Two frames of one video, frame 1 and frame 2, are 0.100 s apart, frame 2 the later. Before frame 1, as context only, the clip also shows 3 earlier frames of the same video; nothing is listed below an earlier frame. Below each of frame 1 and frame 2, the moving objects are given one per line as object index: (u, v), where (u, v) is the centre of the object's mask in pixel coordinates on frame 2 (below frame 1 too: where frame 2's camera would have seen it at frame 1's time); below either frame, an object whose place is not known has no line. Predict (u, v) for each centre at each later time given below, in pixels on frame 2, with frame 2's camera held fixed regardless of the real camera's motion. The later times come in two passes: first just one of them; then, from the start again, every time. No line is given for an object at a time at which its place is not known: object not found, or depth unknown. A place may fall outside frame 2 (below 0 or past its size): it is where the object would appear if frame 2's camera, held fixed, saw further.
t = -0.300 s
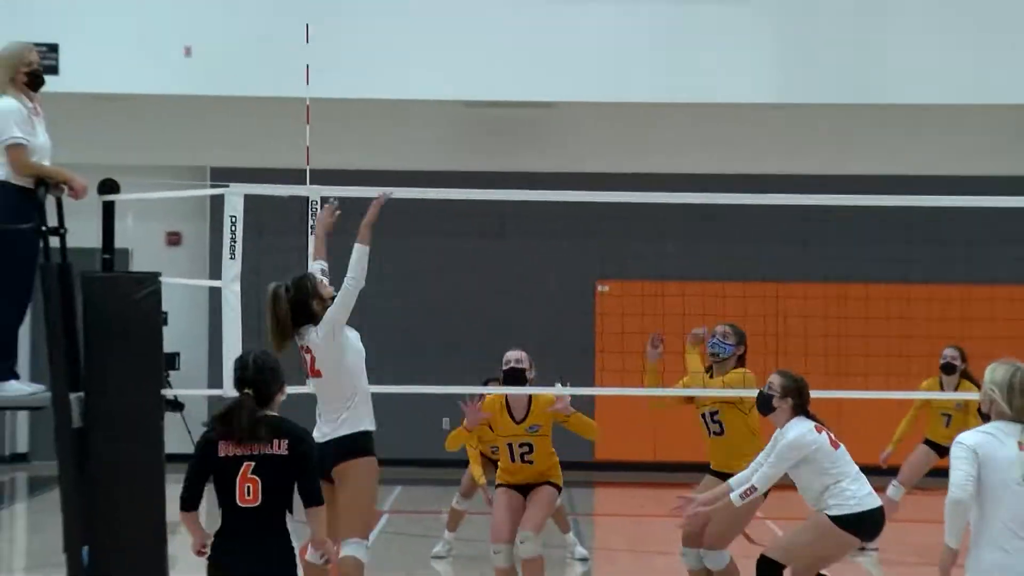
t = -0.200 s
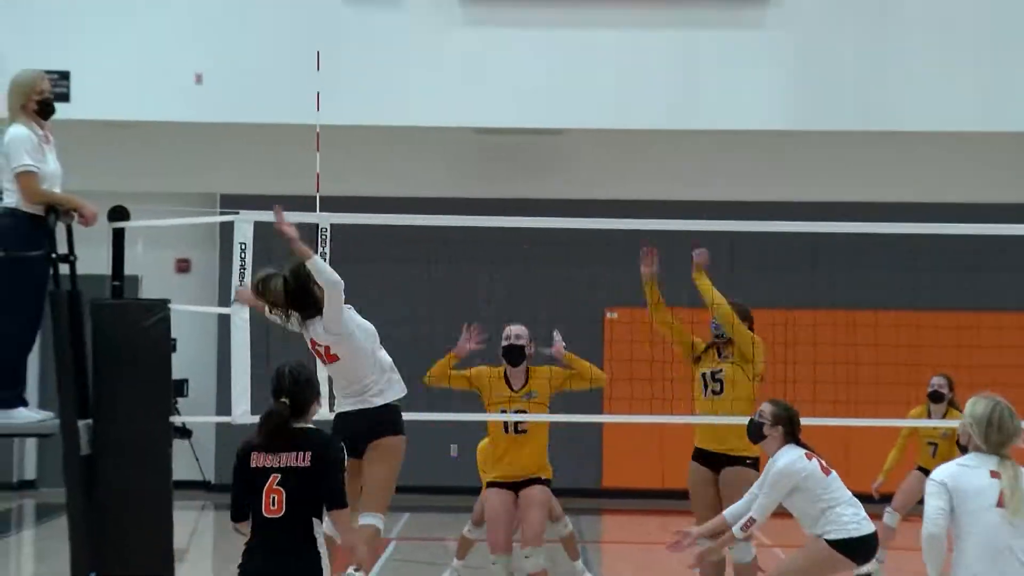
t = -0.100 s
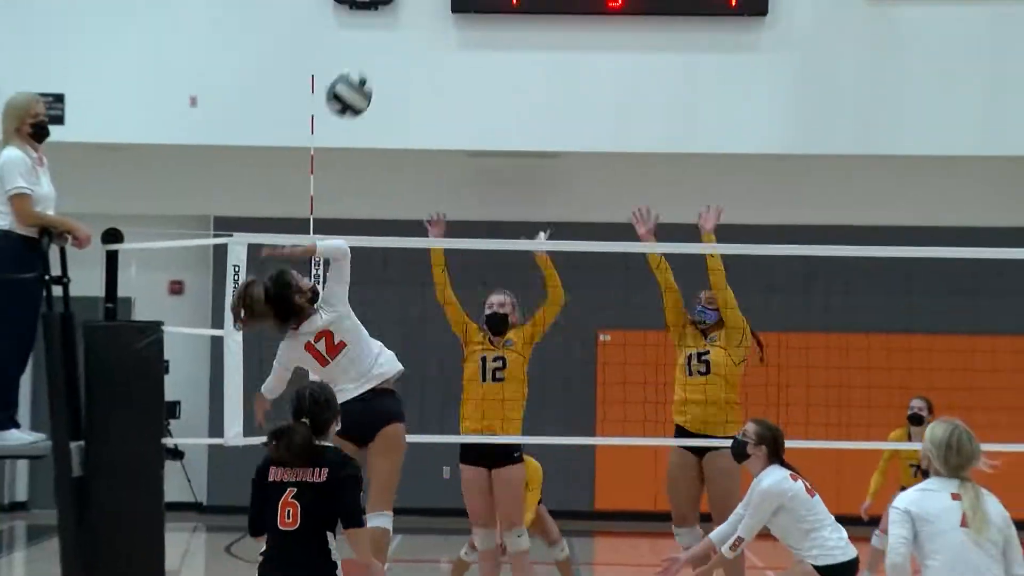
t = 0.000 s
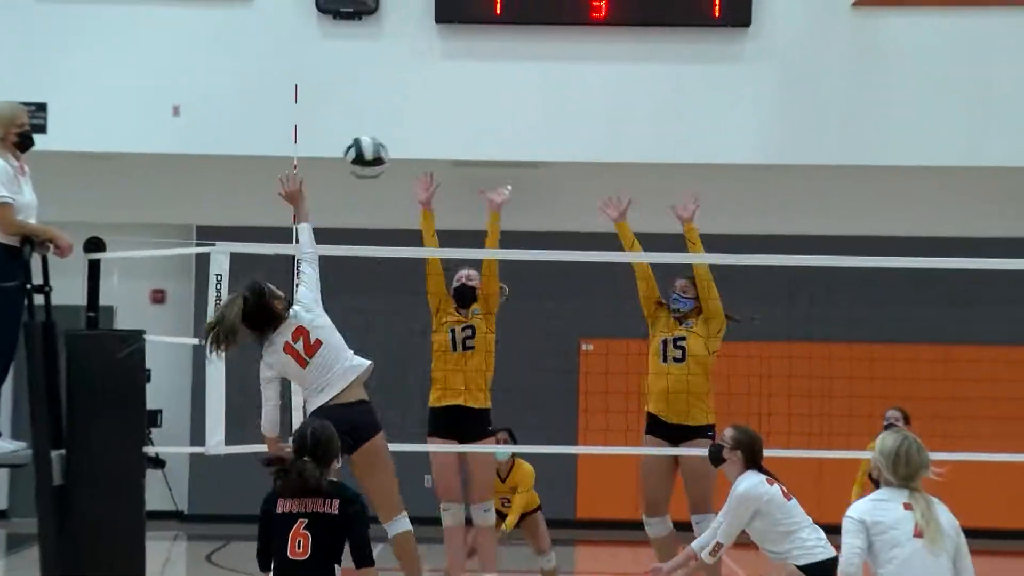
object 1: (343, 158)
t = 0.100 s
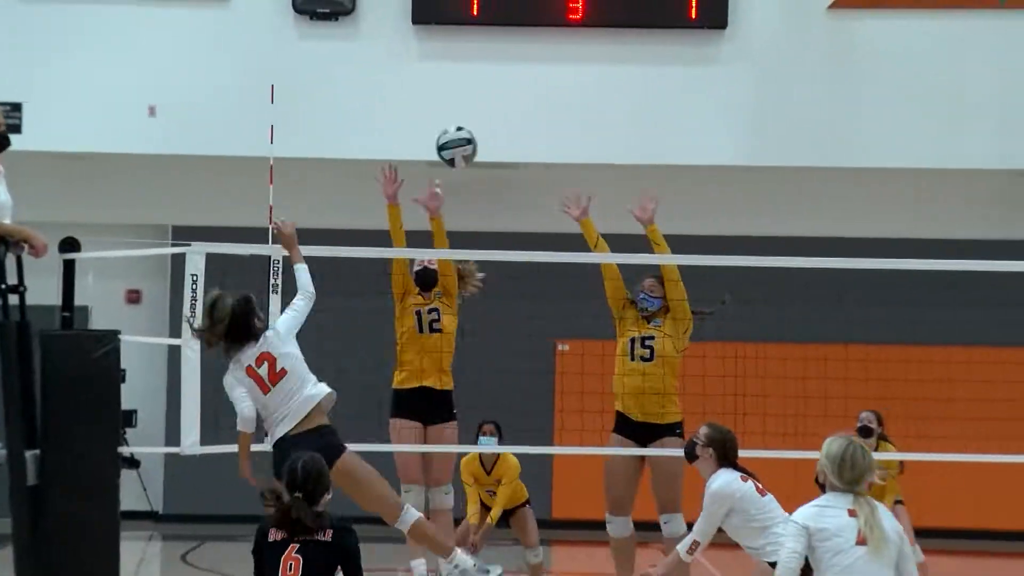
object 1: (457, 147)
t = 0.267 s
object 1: (619, 169)
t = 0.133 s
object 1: (491, 148)
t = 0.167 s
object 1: (525, 149)
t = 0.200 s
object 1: (557, 154)
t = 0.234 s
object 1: (588, 160)
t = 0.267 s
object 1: (619, 169)
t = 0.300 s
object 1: (647, 178)
